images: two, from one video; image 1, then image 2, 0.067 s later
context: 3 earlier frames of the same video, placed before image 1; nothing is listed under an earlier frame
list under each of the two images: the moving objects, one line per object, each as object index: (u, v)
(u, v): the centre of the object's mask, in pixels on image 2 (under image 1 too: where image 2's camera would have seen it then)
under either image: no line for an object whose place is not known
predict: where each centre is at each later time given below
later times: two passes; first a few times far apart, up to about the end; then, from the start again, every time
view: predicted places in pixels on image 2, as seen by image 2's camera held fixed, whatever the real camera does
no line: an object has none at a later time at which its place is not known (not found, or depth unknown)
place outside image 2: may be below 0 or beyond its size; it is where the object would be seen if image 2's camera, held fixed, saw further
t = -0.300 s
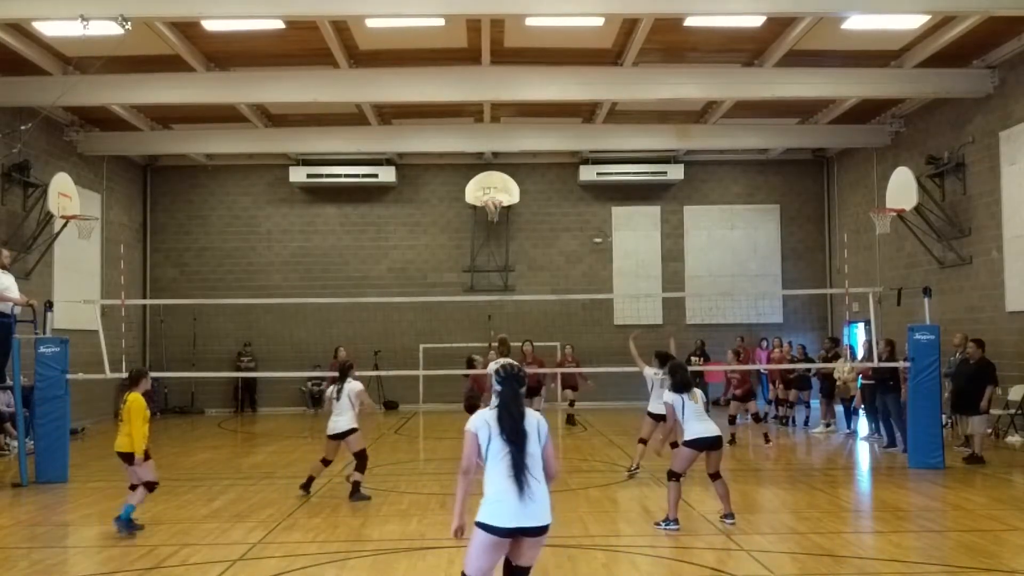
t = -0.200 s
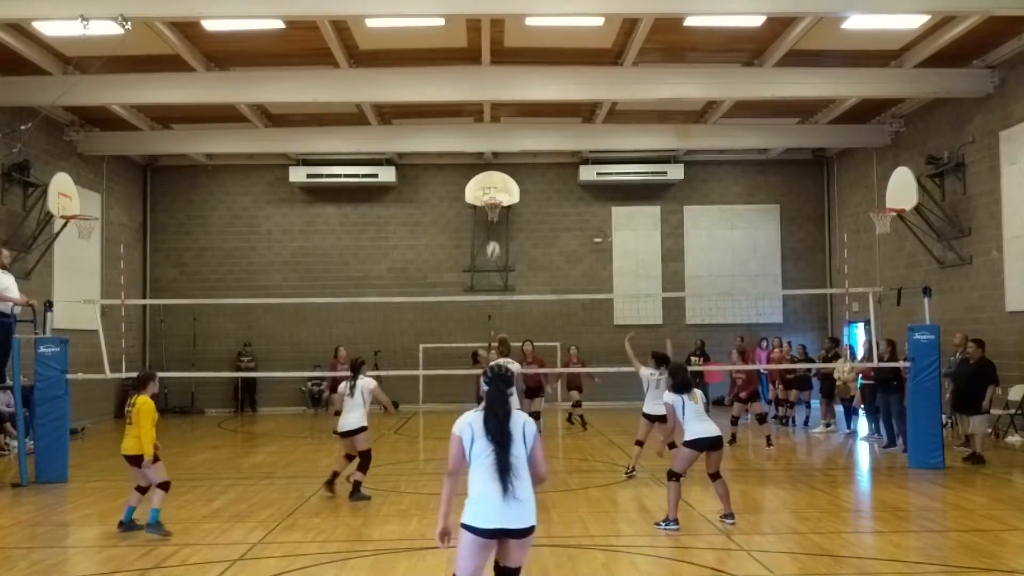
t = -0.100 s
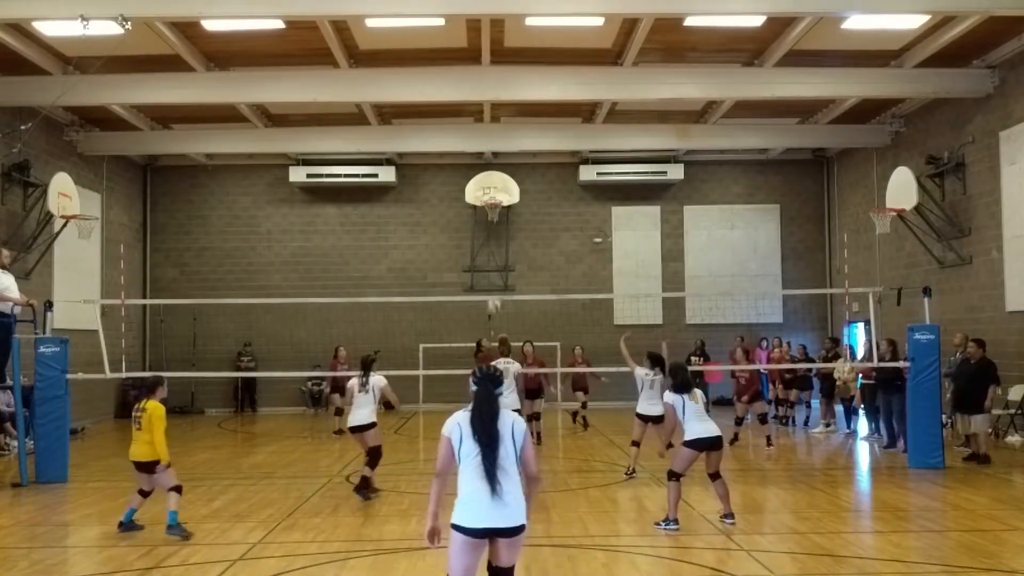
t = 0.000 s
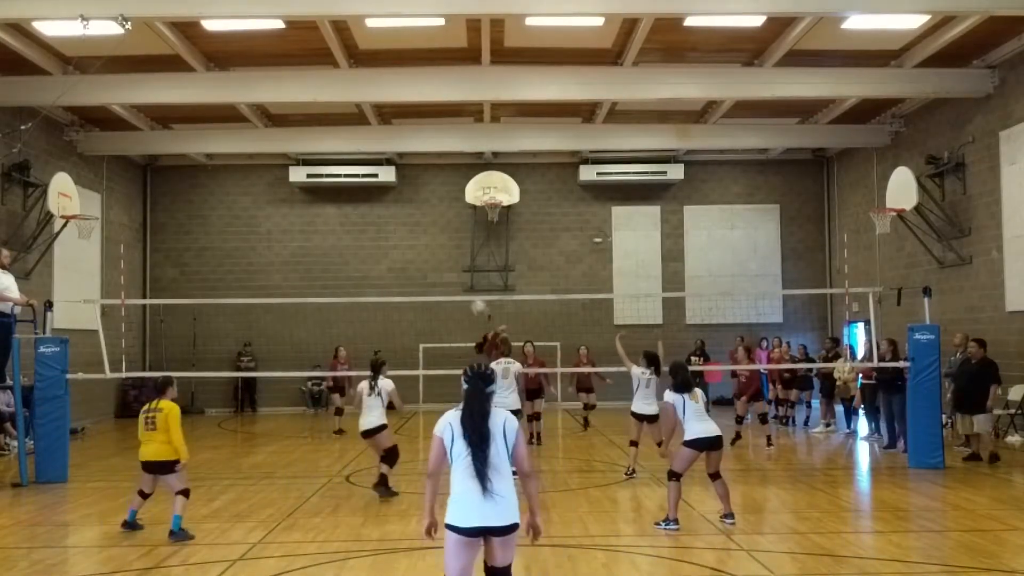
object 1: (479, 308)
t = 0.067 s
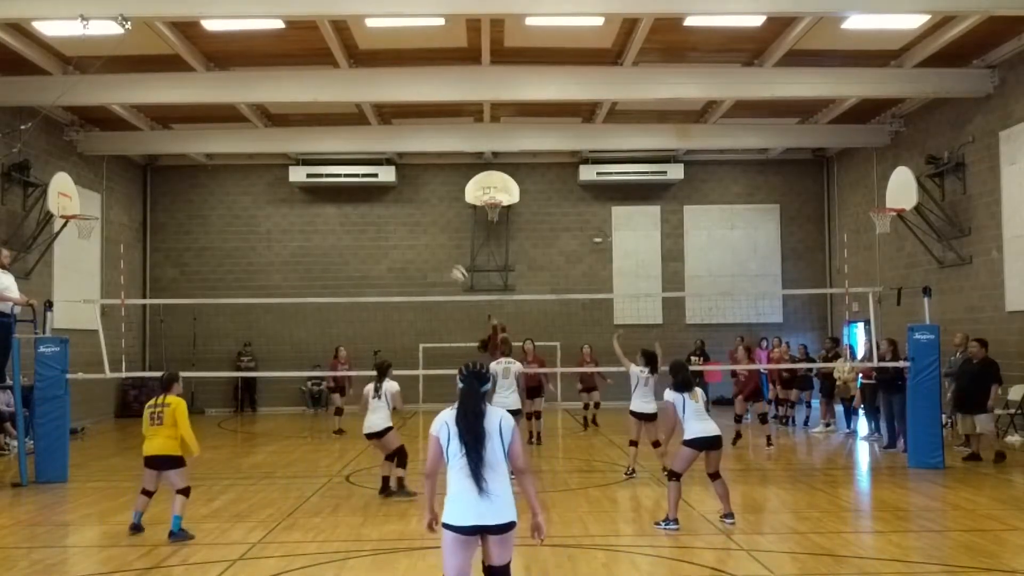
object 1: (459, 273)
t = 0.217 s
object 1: (415, 213)
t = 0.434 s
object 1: (353, 157)
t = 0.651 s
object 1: (290, 133)
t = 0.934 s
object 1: (211, 158)
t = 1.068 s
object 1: (173, 192)
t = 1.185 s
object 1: (143, 231)
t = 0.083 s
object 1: (454, 266)
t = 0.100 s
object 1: (449, 259)
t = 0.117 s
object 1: (445, 252)
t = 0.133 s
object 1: (440, 245)
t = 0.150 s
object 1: (435, 238)
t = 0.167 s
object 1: (430, 231)
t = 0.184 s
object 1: (425, 225)
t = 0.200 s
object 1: (420, 219)
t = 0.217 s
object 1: (415, 213)
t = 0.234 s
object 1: (410, 207)
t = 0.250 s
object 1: (405, 201)
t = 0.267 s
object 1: (400, 196)
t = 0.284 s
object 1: (395, 192)
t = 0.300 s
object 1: (391, 188)
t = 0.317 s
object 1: (387, 185)
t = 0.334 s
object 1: (381, 180)
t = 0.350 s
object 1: (376, 176)
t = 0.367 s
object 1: (371, 170)
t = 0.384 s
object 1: (366, 165)
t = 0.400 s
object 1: (361, 162)
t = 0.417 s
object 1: (356, 159)
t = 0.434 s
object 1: (353, 157)
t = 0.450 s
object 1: (348, 155)
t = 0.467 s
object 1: (343, 152)
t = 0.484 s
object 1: (336, 148)
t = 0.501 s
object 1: (332, 145)
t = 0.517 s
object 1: (327, 144)
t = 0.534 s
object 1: (323, 142)
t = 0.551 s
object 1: (319, 140)
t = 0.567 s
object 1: (314, 138)
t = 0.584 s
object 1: (309, 137)
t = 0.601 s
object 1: (305, 136)
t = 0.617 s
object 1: (300, 135)
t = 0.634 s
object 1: (295, 134)
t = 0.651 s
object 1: (290, 133)
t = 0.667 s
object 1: (285, 133)
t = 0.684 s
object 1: (280, 133)
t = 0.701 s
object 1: (275, 133)
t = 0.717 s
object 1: (271, 134)
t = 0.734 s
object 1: (266, 135)
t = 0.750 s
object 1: (262, 136)
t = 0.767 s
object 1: (257, 137)
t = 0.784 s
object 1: (252, 138)
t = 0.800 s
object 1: (247, 140)
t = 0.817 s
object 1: (243, 141)
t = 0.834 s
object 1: (238, 143)
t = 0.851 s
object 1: (233, 145)
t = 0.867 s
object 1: (230, 148)
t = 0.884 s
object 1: (225, 150)
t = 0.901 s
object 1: (219, 154)
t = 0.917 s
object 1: (216, 156)
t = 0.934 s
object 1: (211, 158)
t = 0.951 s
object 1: (206, 162)
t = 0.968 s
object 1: (201, 165)
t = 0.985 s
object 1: (196, 170)
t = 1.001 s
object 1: (192, 174)
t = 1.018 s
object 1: (187, 178)
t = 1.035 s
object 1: (183, 182)
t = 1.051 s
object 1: (179, 187)
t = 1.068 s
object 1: (173, 192)
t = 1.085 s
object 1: (169, 197)
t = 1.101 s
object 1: (164, 202)
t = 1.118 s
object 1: (160, 207)
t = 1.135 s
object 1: (156, 213)
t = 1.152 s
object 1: (151, 219)
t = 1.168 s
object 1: (147, 225)
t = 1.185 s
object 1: (143, 231)
